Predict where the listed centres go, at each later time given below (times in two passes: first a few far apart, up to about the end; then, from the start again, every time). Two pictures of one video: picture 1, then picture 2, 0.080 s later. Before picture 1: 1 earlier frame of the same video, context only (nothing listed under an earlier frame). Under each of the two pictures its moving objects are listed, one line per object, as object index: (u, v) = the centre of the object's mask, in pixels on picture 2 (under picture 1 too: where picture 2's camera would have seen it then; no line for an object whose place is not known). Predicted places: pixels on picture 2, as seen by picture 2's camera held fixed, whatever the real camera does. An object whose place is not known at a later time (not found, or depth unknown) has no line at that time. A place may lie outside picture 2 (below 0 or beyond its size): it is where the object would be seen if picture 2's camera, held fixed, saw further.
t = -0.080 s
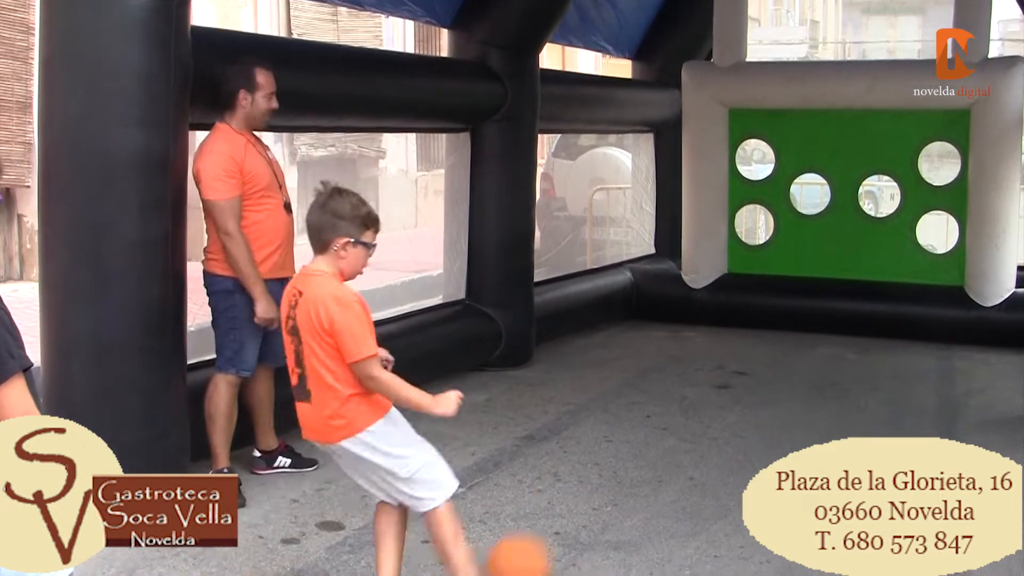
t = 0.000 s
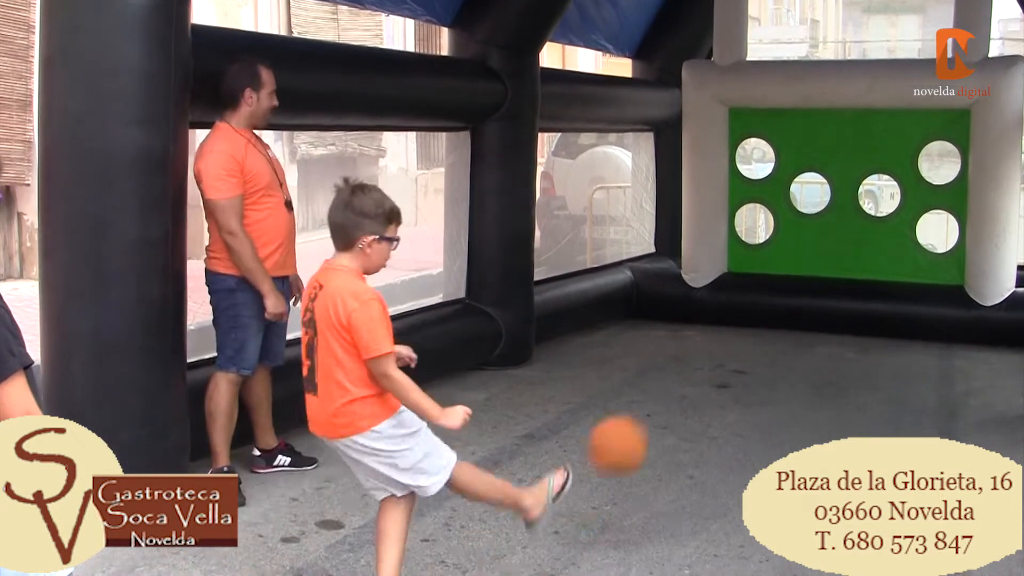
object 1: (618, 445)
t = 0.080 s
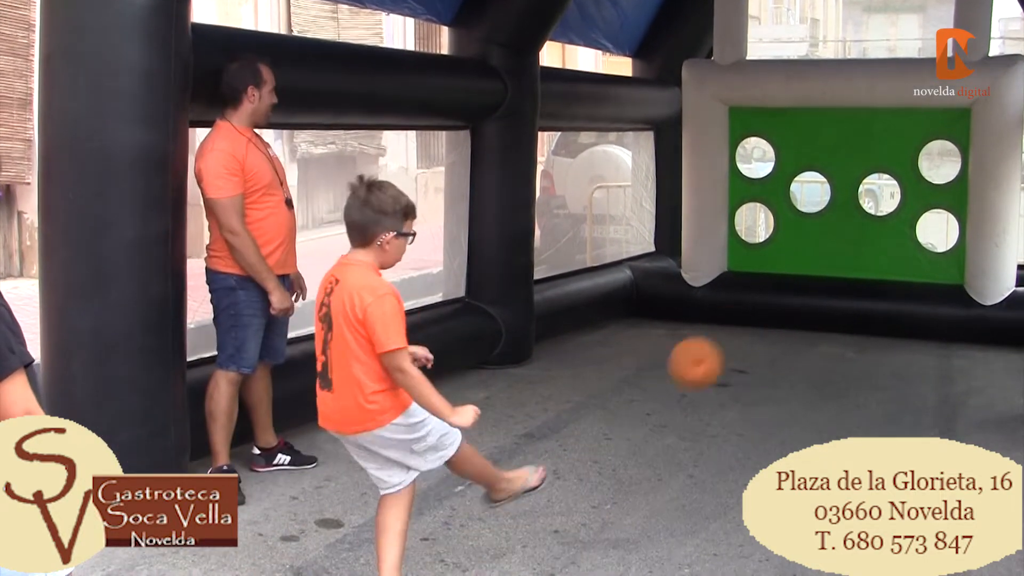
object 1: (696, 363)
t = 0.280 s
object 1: (818, 278)
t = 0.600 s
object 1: (914, 318)
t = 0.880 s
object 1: (898, 328)
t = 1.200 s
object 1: (873, 356)
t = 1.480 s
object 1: (847, 384)
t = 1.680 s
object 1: (825, 402)
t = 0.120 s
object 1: (728, 334)
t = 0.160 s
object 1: (755, 311)
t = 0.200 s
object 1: (779, 296)
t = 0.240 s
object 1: (799, 284)
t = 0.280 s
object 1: (818, 278)
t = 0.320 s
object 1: (834, 275)
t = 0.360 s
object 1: (850, 275)
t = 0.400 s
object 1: (864, 277)
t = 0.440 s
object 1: (877, 283)
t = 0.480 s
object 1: (889, 290)
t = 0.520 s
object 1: (900, 297)
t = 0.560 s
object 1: (908, 308)
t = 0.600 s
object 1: (914, 318)
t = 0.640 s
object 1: (912, 331)
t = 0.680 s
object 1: (911, 329)
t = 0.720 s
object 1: (908, 324)
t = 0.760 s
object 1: (906, 322)
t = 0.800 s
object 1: (903, 321)
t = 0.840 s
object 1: (900, 324)
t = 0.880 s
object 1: (898, 328)
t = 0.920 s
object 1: (895, 335)
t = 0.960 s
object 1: (892, 344)
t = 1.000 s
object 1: (887, 357)
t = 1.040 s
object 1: (885, 356)
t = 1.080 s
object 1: (882, 353)
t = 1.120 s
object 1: (880, 352)
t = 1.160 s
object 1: (876, 353)
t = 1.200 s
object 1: (873, 356)
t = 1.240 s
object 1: (869, 364)
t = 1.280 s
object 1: (864, 376)
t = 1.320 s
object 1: (862, 380)
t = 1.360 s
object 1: (859, 379)
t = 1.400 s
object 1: (855, 378)
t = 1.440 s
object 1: (851, 379)
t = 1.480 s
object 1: (847, 384)
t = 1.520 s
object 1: (843, 396)
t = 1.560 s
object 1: (838, 403)
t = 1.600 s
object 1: (834, 401)
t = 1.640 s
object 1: (830, 400)
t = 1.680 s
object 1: (825, 402)
